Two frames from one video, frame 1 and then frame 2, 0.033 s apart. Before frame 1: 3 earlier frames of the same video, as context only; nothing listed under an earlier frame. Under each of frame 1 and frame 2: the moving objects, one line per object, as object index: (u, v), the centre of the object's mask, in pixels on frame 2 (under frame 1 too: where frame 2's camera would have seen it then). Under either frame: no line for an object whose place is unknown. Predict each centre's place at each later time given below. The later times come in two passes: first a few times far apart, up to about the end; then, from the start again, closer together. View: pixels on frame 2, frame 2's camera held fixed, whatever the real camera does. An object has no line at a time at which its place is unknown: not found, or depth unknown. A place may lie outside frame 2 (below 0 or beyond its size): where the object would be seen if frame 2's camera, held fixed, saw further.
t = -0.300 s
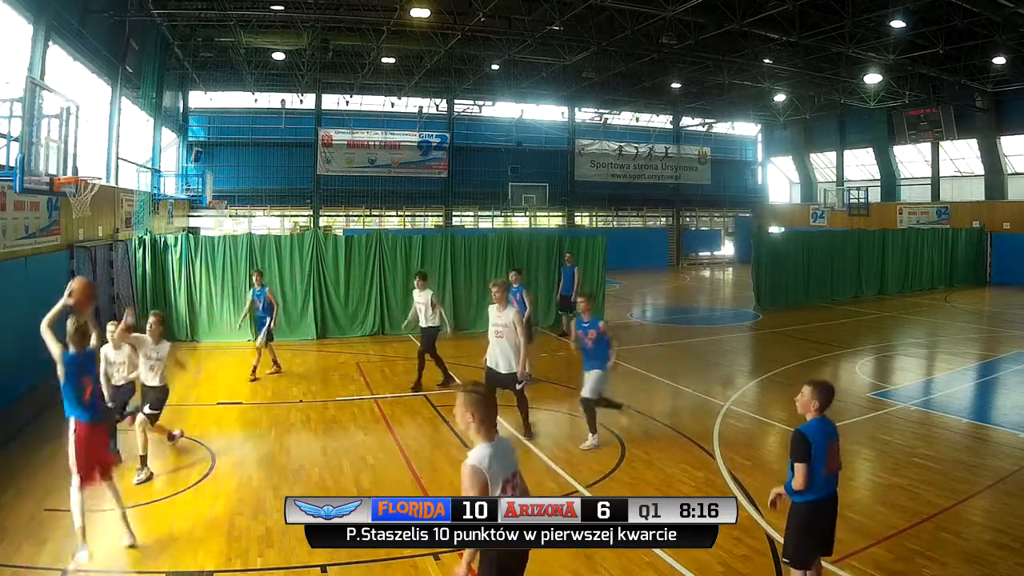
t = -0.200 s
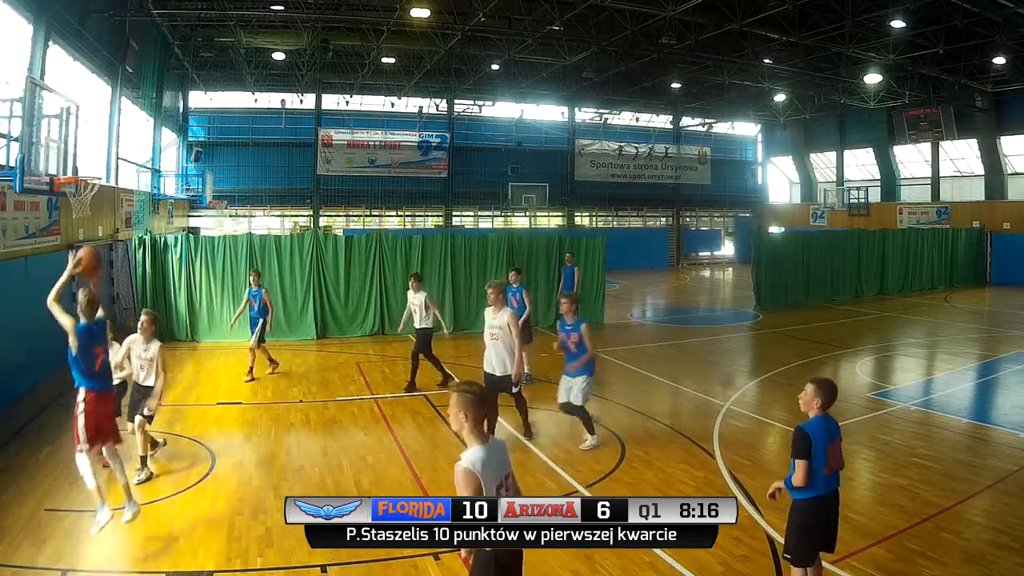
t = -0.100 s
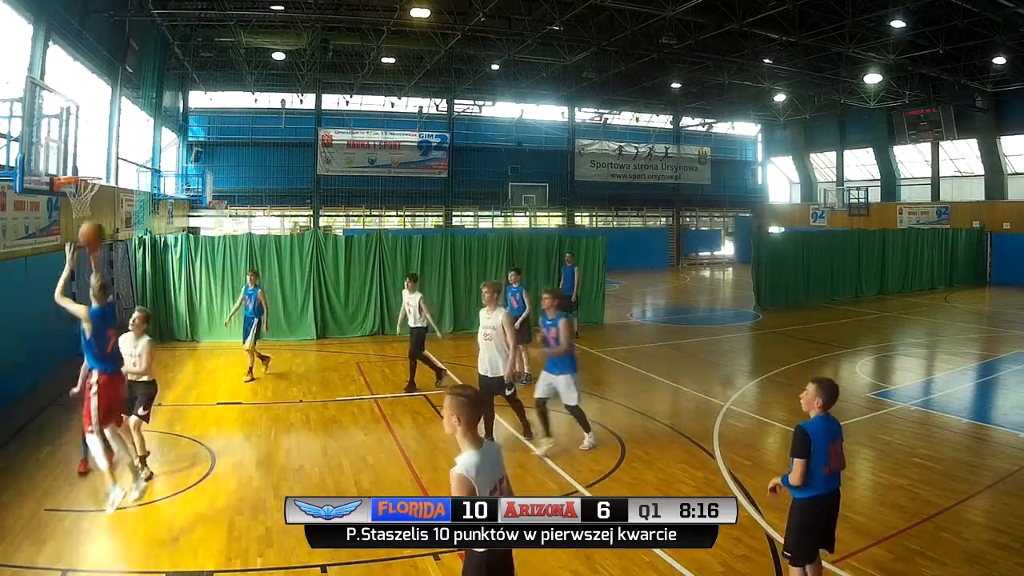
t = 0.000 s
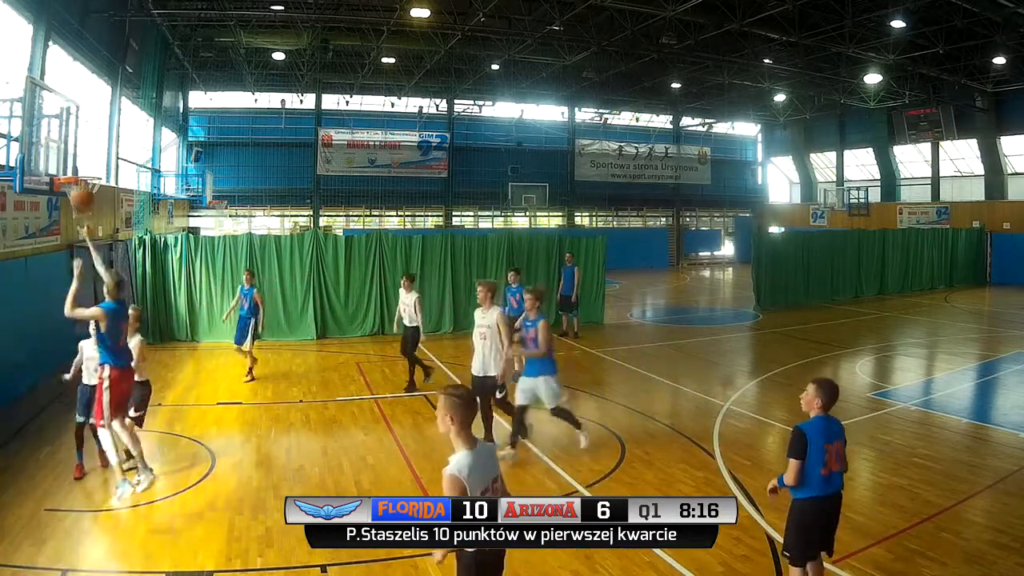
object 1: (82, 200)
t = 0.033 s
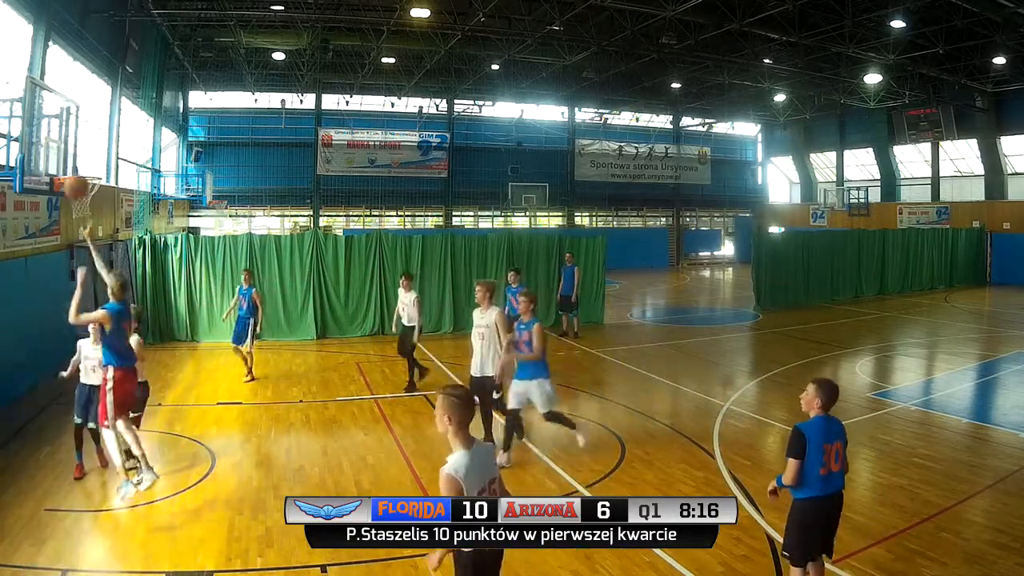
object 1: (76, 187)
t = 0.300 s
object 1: (54, 146)
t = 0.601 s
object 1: (83, 187)
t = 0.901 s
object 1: (53, 265)
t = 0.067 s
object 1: (70, 177)
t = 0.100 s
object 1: (66, 167)
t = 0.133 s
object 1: (61, 159)
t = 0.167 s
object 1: (56, 152)
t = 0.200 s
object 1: (52, 148)
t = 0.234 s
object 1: (47, 145)
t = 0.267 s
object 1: (47, 144)
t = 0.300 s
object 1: (54, 146)
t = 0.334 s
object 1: (60, 149)
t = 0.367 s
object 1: (67, 151)
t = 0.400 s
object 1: (72, 156)
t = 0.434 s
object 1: (78, 162)
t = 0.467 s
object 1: (85, 168)
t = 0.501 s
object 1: (91, 176)
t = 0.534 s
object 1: (89, 181)
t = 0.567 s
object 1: (84, 186)
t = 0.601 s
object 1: (83, 187)
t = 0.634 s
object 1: (70, 200)
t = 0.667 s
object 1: (72, 202)
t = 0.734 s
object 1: (67, 214)
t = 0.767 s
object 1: (63, 225)
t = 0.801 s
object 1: (60, 233)
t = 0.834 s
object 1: (56, 242)
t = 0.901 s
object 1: (53, 265)
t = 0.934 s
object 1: (51, 277)
